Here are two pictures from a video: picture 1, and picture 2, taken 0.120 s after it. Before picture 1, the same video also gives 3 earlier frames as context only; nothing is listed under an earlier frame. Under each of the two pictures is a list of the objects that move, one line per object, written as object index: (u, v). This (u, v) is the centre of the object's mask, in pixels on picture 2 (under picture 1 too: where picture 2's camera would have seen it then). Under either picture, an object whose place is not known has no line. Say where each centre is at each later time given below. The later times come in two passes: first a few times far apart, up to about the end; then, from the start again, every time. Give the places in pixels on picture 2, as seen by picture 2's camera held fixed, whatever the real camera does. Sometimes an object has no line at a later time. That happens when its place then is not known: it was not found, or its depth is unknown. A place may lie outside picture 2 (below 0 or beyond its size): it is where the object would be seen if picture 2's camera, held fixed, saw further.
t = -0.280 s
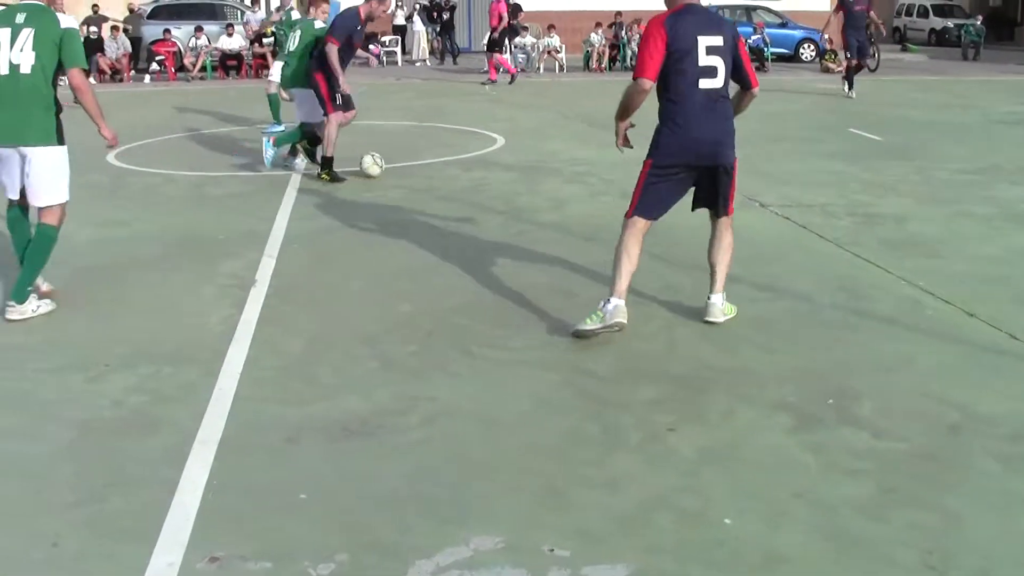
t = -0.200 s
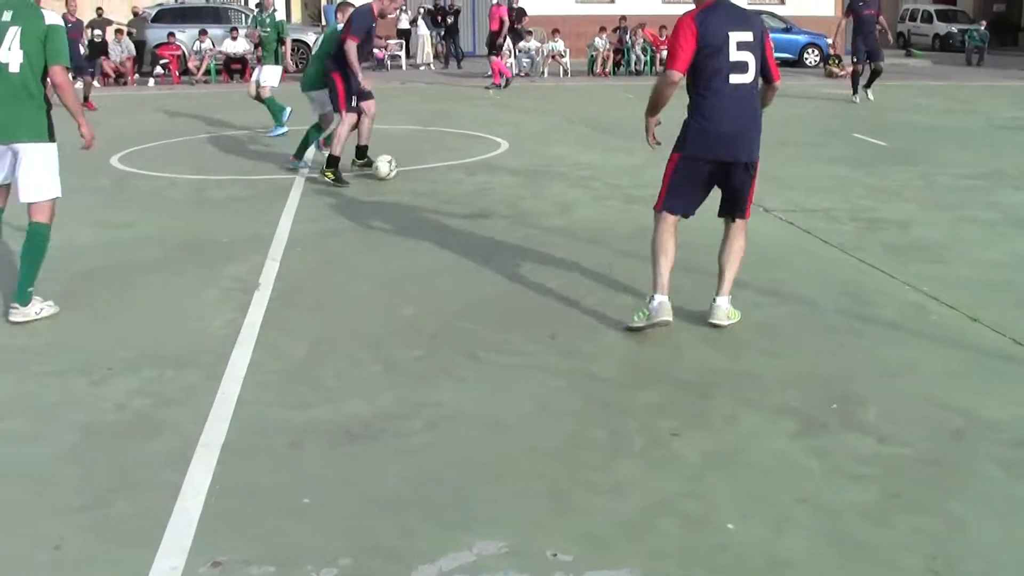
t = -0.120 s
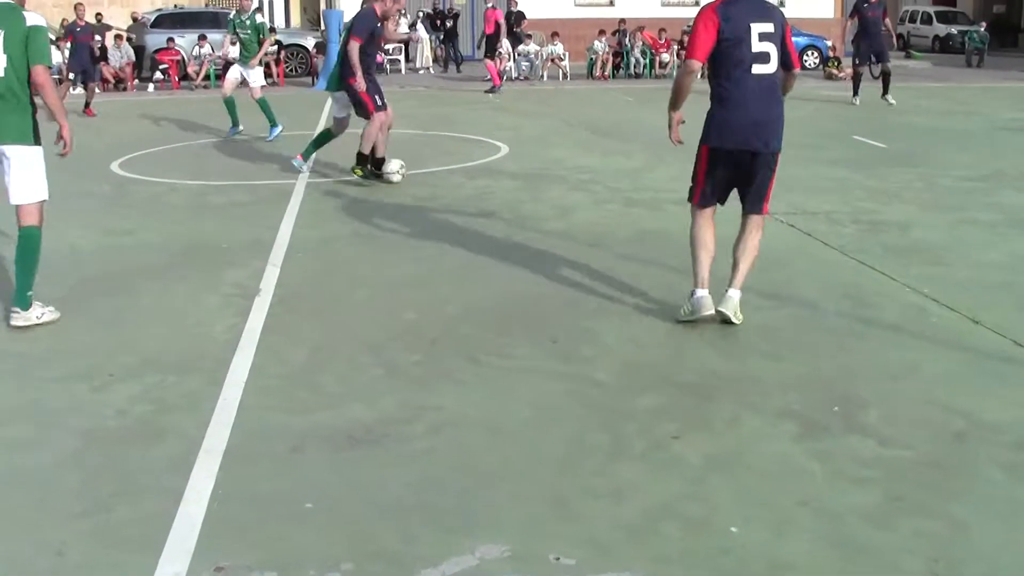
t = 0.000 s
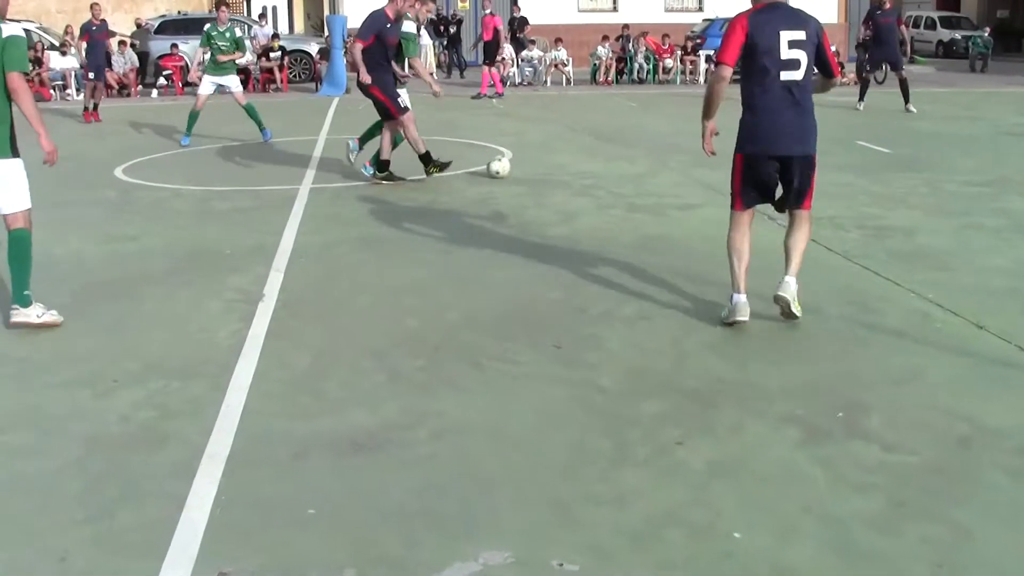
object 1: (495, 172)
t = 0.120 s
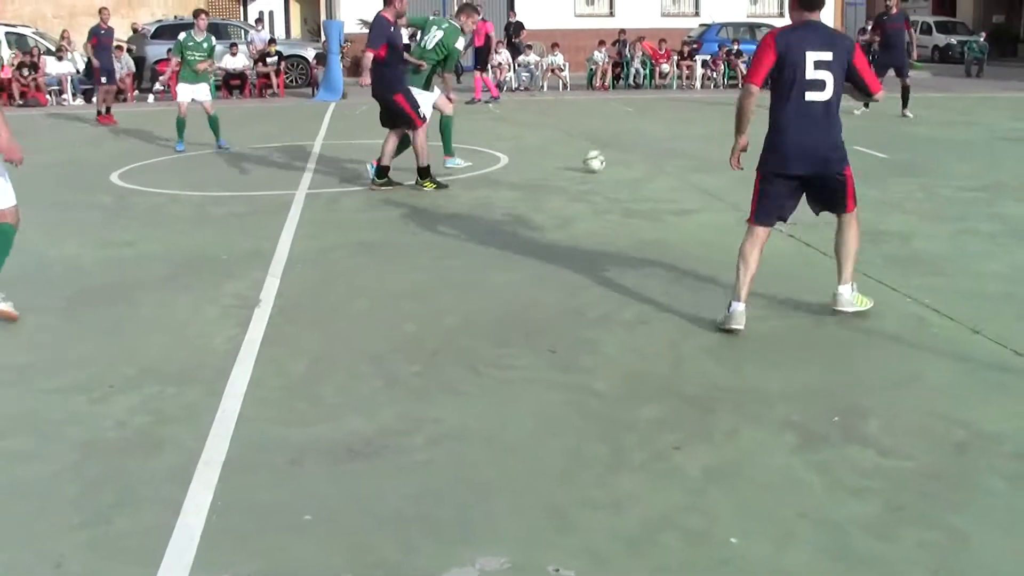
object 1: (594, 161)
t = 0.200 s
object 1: (650, 157)
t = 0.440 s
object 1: (774, 145)
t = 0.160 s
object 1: (623, 158)
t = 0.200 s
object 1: (650, 157)
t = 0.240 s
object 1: (675, 155)
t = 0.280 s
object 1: (698, 153)
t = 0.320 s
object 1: (718, 151)
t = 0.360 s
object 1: (738, 149)
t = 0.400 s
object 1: (757, 147)
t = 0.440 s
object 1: (774, 145)
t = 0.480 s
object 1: (790, 143)
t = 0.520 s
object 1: (805, 142)
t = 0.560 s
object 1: (819, 140)
